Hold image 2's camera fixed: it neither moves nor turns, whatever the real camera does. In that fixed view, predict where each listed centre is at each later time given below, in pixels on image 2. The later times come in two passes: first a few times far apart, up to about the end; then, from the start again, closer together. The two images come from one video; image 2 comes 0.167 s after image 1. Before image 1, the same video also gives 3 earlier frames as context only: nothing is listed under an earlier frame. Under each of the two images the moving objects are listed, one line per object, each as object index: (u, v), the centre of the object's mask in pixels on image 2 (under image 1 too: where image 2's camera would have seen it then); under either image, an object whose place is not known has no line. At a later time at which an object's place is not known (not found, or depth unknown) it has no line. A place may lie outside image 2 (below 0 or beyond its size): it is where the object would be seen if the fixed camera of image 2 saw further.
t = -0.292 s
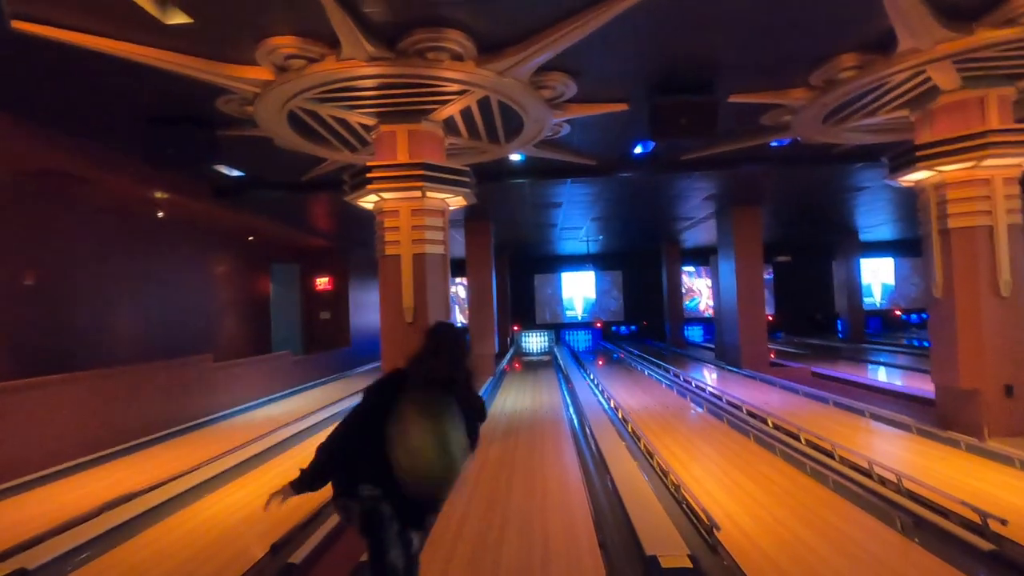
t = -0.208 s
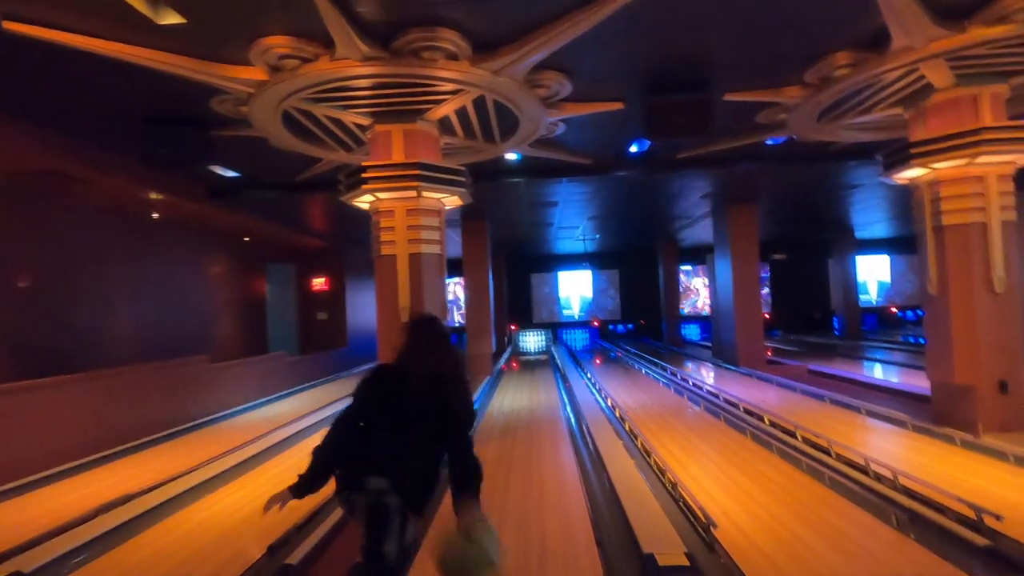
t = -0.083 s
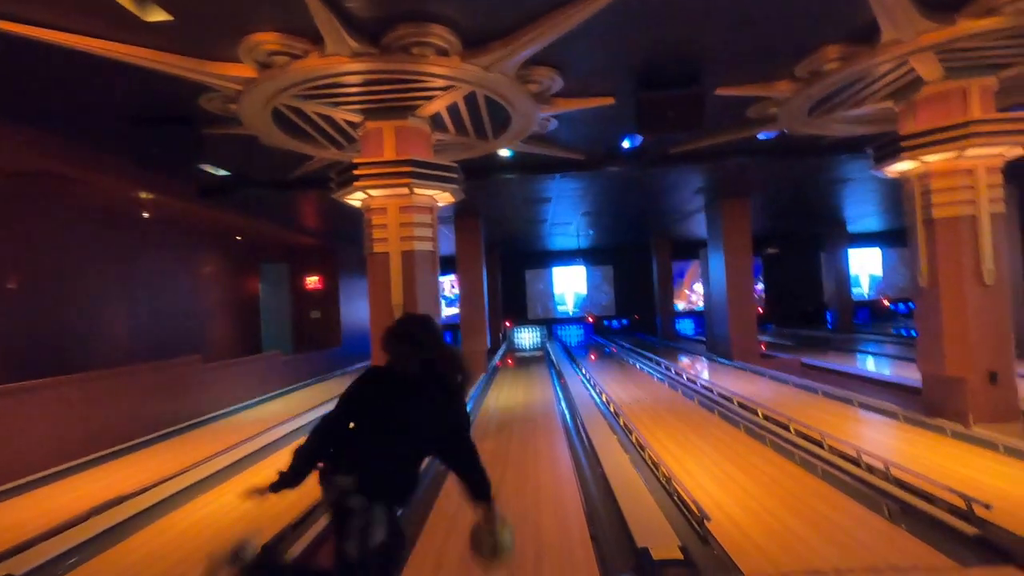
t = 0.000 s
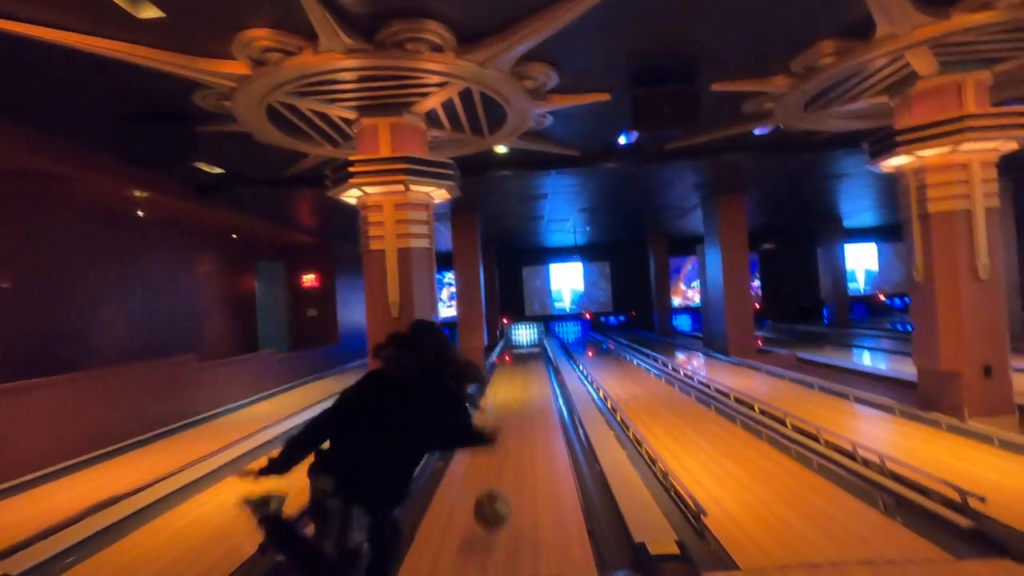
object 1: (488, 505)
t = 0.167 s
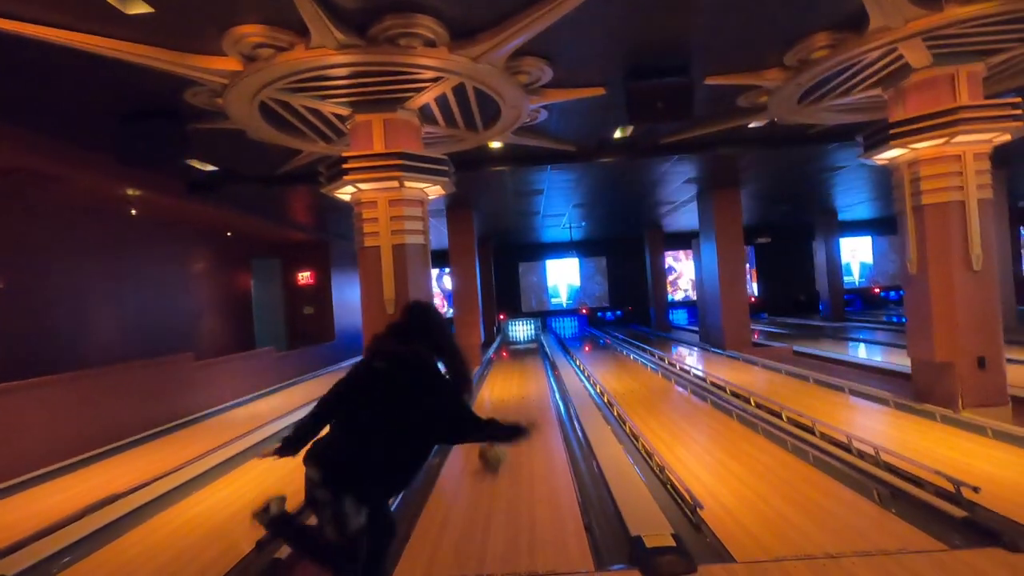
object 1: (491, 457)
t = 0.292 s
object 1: (493, 433)
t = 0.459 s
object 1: (493, 409)
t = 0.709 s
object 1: (494, 386)
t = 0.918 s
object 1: (494, 373)
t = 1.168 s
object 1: (493, 362)
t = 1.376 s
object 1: (494, 356)
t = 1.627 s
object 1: (492, 355)
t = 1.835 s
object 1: (490, 354)
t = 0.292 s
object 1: (493, 433)
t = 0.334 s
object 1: (492, 426)
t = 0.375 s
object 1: (493, 420)
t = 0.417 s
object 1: (493, 414)
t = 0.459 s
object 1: (493, 409)
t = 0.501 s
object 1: (494, 404)
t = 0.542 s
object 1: (493, 400)
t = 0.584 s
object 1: (494, 396)
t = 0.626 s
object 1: (494, 393)
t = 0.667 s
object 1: (493, 389)
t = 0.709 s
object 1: (494, 386)
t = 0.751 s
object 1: (493, 383)
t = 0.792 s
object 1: (493, 381)
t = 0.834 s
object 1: (493, 378)
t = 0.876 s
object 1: (494, 376)
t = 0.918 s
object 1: (494, 373)
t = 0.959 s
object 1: (494, 371)
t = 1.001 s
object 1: (494, 369)
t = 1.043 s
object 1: (494, 368)
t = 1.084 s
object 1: (494, 365)
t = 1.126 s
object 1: (493, 363)
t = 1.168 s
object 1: (493, 362)
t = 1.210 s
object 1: (493, 360)
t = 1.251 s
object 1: (492, 360)
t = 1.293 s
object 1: (494, 358)
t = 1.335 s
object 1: (493, 357)
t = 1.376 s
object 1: (494, 356)
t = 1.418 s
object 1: (494, 355)
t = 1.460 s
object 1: (494, 355)
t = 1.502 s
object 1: (493, 355)
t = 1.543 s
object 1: (493, 355)
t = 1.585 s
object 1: (492, 355)
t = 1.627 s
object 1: (492, 355)
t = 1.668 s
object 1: (492, 356)
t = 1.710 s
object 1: (490, 354)
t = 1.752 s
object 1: (489, 353)
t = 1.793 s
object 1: (490, 354)
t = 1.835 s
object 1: (490, 354)
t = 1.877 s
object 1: (489, 353)
